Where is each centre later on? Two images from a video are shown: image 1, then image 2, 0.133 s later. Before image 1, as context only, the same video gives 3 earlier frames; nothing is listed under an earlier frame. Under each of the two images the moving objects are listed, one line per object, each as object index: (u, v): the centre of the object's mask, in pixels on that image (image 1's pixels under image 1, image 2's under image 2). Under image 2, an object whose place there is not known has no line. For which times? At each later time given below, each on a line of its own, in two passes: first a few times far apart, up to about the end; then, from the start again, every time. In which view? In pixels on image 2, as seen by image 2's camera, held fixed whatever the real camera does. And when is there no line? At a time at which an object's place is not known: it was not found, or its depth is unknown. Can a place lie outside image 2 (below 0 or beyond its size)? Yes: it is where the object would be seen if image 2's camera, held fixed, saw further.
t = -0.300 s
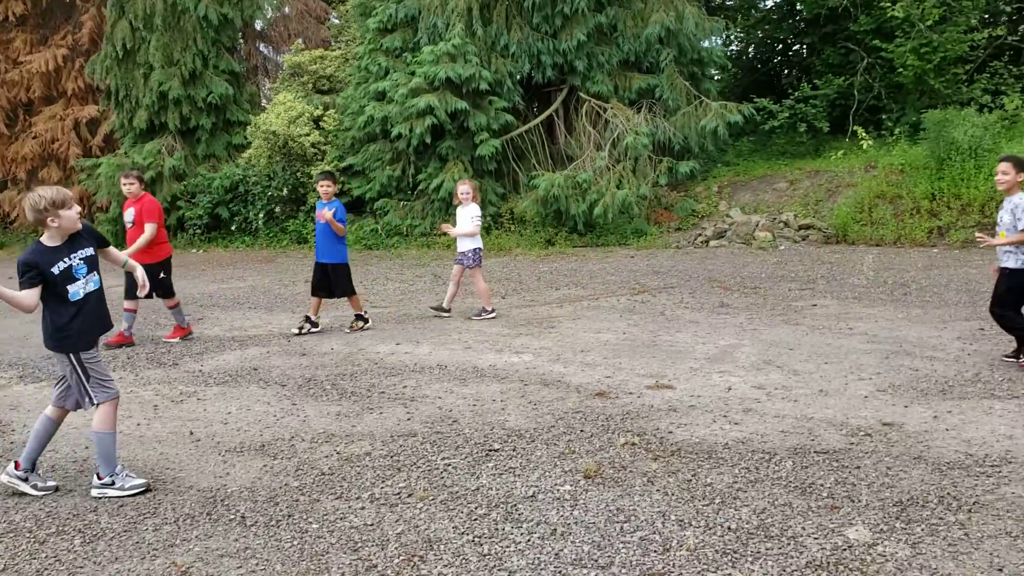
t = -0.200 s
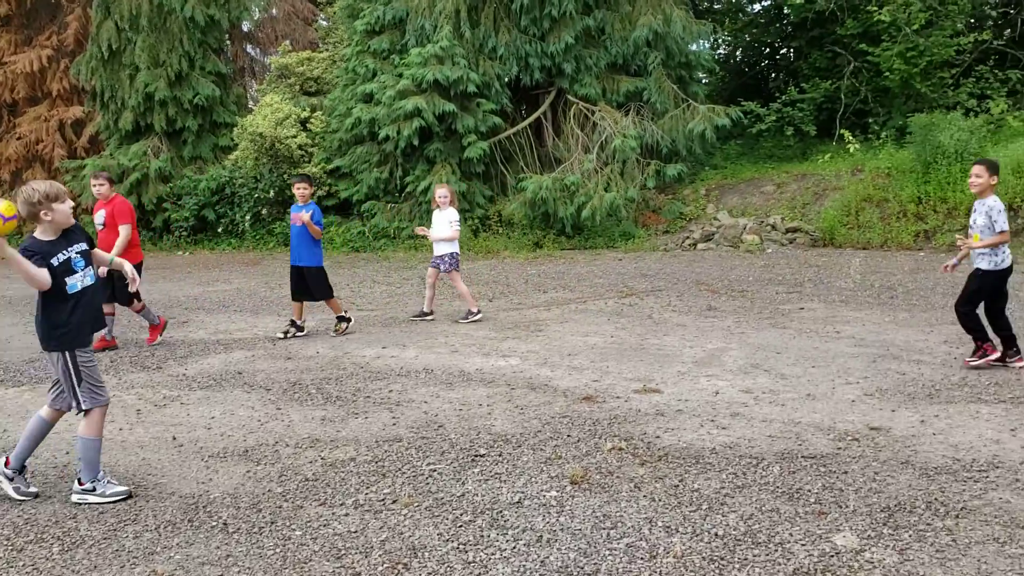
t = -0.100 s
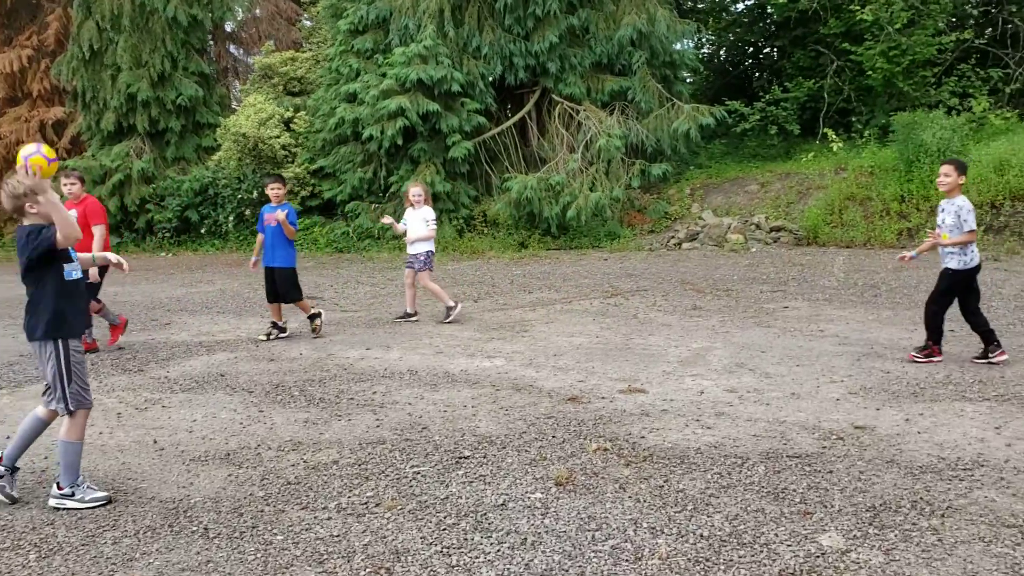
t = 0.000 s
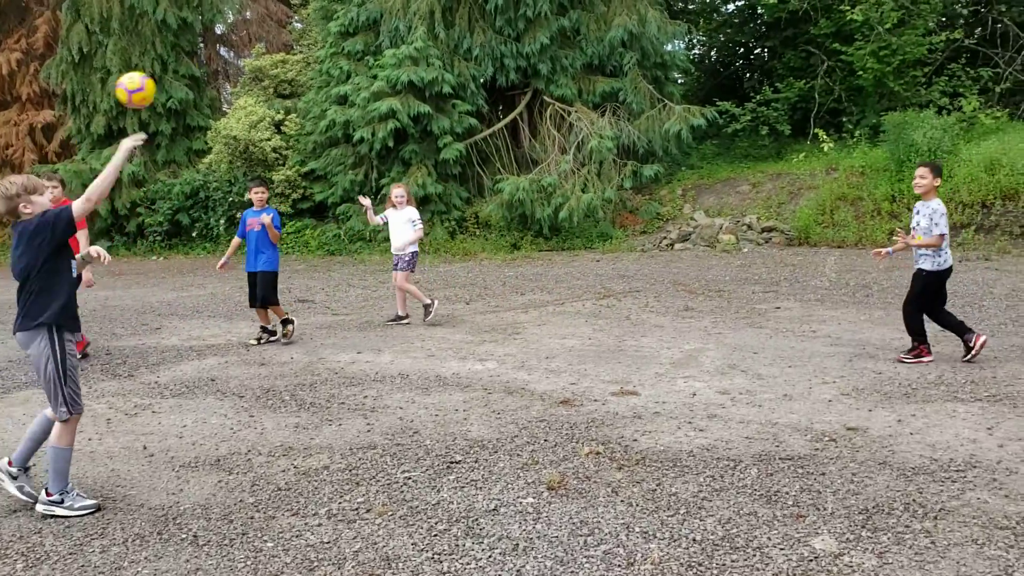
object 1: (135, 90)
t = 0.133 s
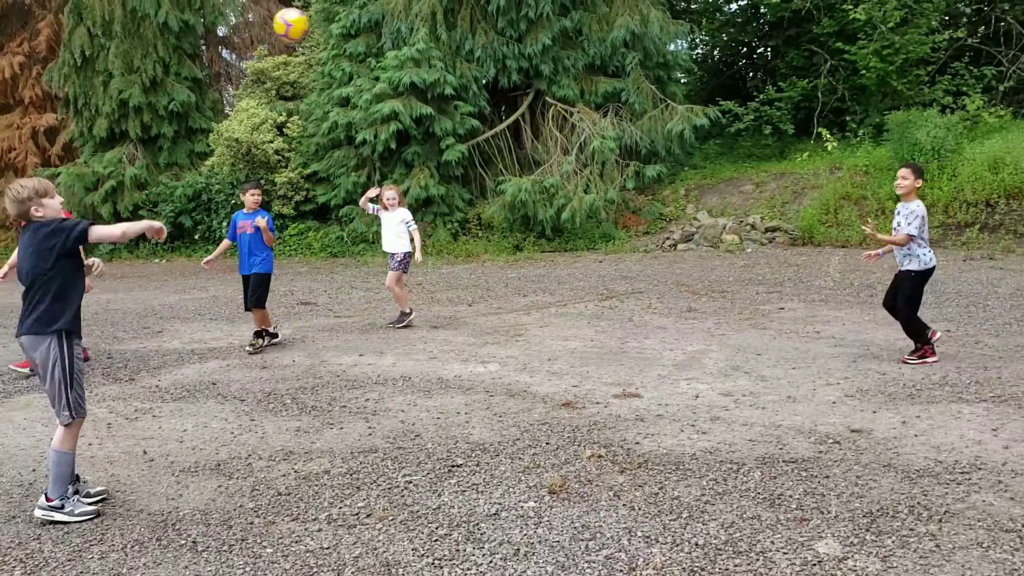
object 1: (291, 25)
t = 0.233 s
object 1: (391, 10)
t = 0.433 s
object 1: (556, 30)
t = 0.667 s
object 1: (703, 126)
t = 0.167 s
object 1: (325, 16)
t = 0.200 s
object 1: (359, 12)
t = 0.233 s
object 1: (391, 10)
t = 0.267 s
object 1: (422, 10)
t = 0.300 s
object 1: (451, 11)
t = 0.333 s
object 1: (480, 12)
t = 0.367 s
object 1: (506, 15)
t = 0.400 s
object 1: (531, 21)
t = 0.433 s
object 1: (556, 30)
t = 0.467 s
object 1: (579, 40)
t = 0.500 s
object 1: (602, 52)
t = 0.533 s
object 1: (624, 64)
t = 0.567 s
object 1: (645, 78)
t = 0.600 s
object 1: (666, 92)
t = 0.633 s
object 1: (684, 109)
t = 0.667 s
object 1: (703, 126)
